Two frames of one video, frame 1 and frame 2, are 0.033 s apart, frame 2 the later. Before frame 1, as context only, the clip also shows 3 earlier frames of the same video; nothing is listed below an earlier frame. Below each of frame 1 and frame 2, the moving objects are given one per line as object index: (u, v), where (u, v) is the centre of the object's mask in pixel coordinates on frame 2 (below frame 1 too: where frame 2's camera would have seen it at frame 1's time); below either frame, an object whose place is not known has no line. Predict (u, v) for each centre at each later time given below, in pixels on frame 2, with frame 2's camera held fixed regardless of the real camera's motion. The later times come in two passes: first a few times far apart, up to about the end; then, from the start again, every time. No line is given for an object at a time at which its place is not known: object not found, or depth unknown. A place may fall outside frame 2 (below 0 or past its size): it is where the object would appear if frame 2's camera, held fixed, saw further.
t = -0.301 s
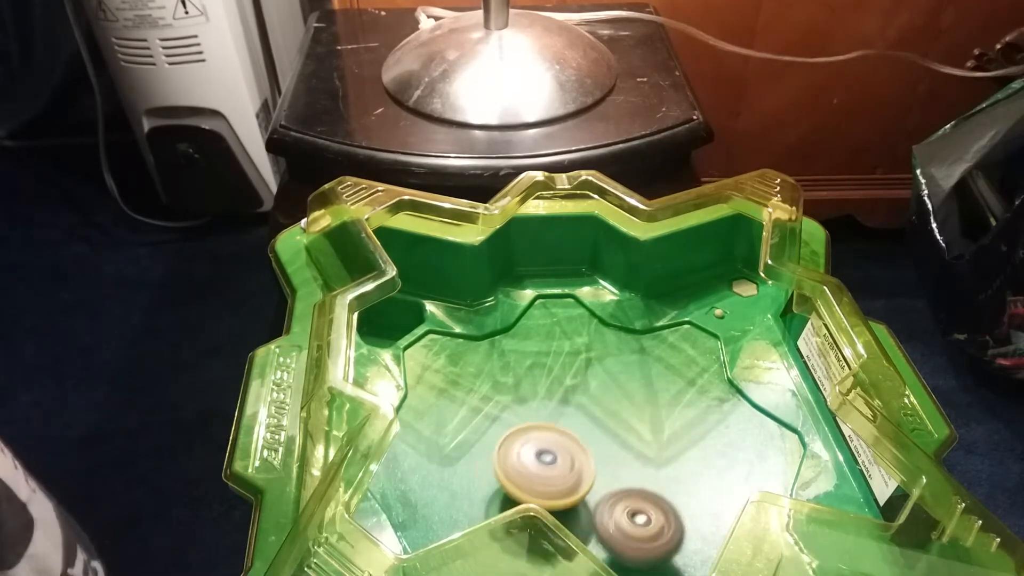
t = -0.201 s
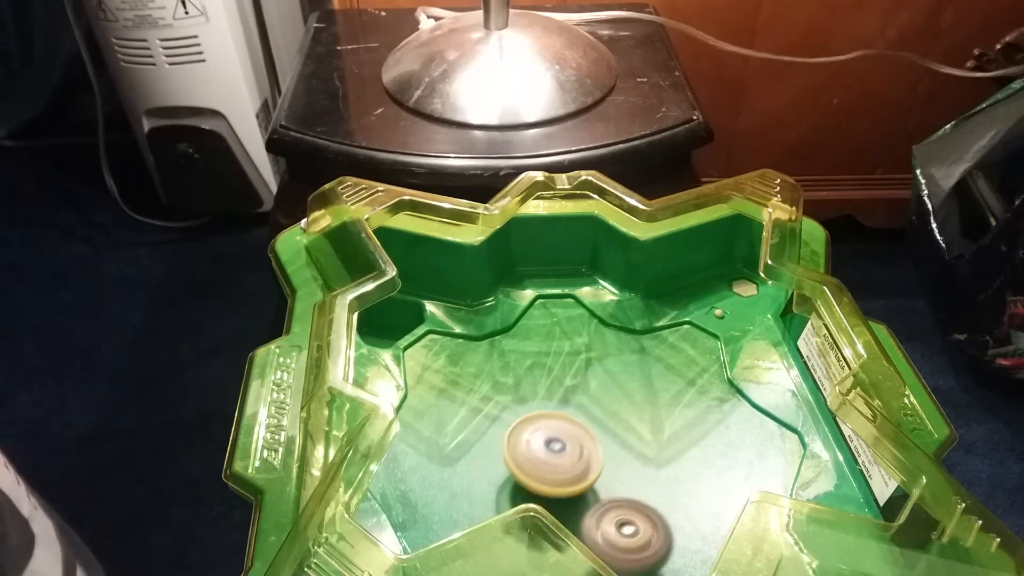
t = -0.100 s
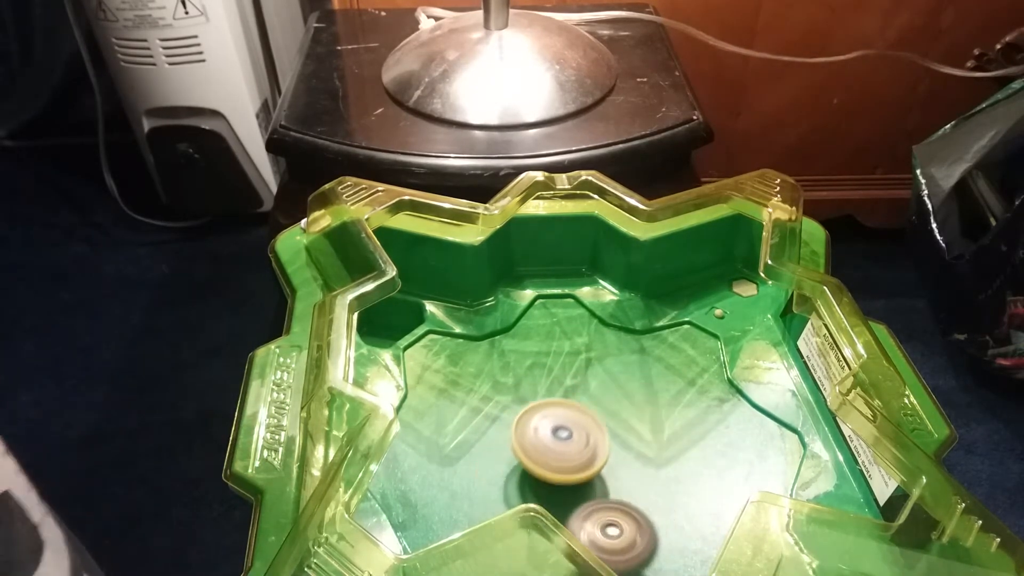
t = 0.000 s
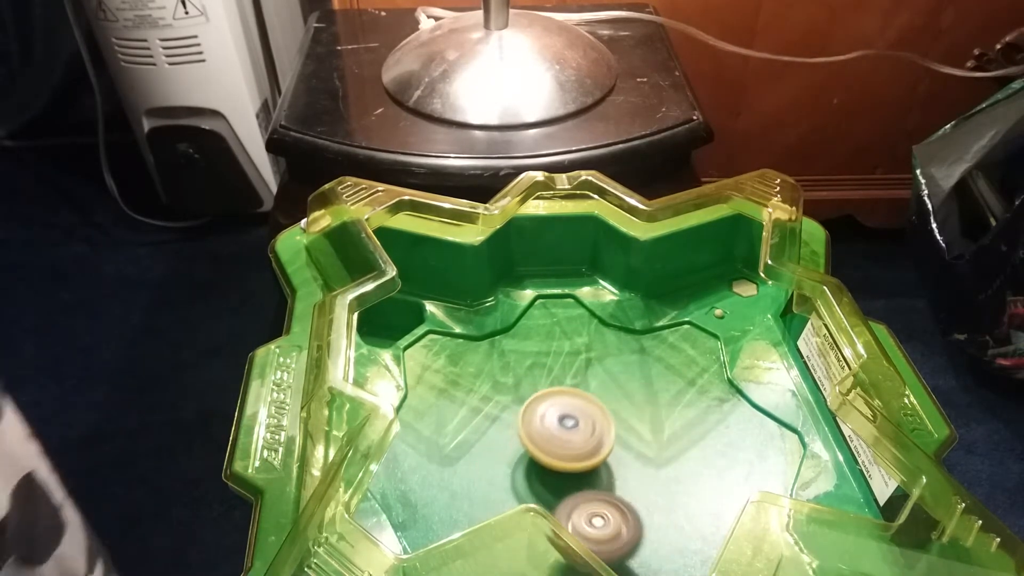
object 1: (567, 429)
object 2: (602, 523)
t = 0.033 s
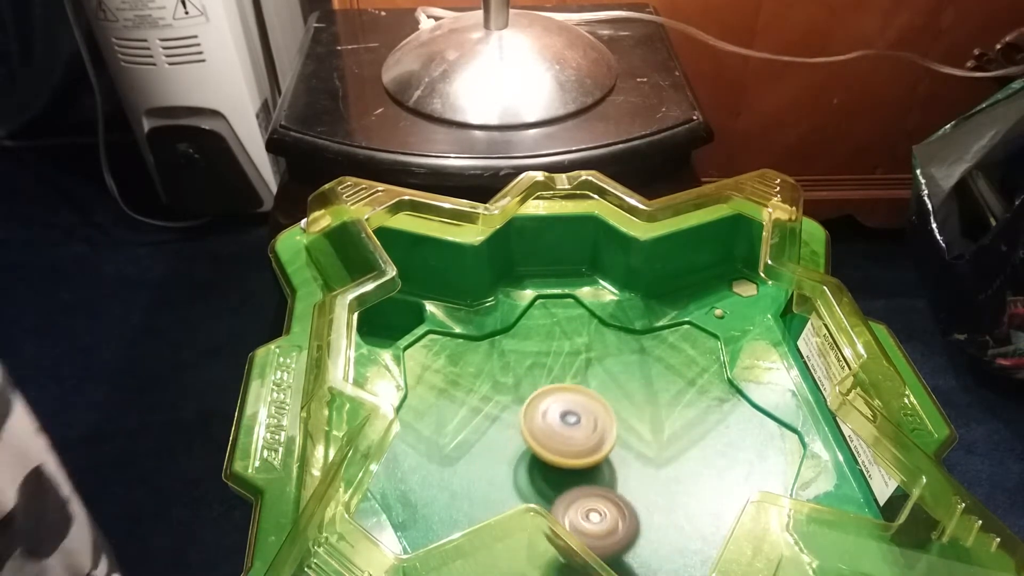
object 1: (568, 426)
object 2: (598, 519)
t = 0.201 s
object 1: (577, 412)
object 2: (590, 492)
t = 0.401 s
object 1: (572, 360)
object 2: (610, 510)
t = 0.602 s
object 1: (551, 353)
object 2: (616, 506)
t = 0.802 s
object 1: (564, 394)
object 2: (628, 489)
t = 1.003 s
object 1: (591, 407)
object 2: (676, 514)
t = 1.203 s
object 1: (625, 434)
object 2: (679, 536)
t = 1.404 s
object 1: (665, 452)
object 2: (655, 531)
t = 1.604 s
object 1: (692, 456)
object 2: (614, 525)
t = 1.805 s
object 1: (698, 465)
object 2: (583, 483)
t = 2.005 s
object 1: (678, 480)
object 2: (591, 433)
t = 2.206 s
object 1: (647, 498)
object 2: (625, 407)
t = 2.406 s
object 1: (619, 513)
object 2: (655, 411)
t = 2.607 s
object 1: (601, 517)
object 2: (664, 441)
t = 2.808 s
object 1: (563, 528)
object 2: (662, 458)
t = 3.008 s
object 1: (562, 509)
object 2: (657, 466)
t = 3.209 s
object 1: (553, 491)
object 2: (643, 460)
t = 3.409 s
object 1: (542, 465)
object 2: (643, 450)
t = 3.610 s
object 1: (540, 435)
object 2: (641, 444)
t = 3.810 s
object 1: (541, 416)
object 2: (648, 453)
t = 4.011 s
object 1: (554, 412)
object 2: (653, 475)
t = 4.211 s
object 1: (589, 417)
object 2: (632, 489)
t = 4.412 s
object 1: (625, 421)
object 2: (607, 498)
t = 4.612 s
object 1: (657, 433)
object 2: (586, 484)
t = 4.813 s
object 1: (681, 448)
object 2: (585, 461)
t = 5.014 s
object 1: (698, 465)
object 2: (584, 439)
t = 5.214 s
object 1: (693, 481)
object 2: (590, 427)
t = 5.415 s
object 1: (666, 500)
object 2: (601, 431)
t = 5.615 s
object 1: (633, 515)
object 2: (603, 433)
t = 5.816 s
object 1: (607, 519)
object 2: (604, 439)
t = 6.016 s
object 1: (586, 513)
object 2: (607, 445)
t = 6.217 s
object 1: (565, 502)
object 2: (618, 445)
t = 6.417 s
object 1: (552, 489)
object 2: (640, 442)
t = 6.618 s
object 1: (558, 474)
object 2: (665, 443)
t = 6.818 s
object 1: (574, 449)
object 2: (674, 453)
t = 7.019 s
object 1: (589, 431)
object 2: (678, 470)
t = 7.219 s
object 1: (604, 418)
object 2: (669, 496)
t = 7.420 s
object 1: (621, 418)
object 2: (640, 512)
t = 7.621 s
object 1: (638, 432)
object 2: (600, 501)
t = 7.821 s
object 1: (649, 454)
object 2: (561, 481)
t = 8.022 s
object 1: (651, 481)
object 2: (547, 458)
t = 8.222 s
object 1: (641, 502)
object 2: (566, 438)
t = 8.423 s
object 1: (622, 513)
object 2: (604, 428)
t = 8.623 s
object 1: (606, 511)
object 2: (640, 422)
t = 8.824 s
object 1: (590, 496)
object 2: (663, 434)
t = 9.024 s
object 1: (576, 475)
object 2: (679, 453)
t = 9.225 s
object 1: (578, 452)
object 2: (691, 469)
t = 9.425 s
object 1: (589, 435)
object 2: (668, 483)
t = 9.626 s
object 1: (606, 427)
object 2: (649, 503)
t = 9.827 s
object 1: (626, 432)
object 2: (615, 506)
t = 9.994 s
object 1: (640, 444)
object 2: (585, 503)
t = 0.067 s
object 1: (570, 422)
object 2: (595, 514)
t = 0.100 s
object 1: (572, 419)
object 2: (593, 509)
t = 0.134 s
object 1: (573, 416)
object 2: (590, 504)
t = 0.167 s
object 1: (575, 414)
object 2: (589, 499)
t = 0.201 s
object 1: (577, 412)
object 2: (590, 492)
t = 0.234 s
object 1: (578, 410)
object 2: (592, 486)
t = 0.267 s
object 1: (580, 393)
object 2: (598, 497)
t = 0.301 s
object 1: (580, 379)
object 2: (606, 506)
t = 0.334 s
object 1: (579, 372)
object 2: (610, 508)
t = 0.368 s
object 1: (576, 365)
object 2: (610, 509)
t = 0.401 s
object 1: (572, 360)
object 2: (610, 510)
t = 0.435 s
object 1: (569, 356)
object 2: (611, 510)
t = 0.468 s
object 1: (565, 352)
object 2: (612, 510)
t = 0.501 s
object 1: (561, 350)
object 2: (613, 510)
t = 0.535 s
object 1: (558, 350)
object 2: (614, 509)
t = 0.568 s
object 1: (554, 350)
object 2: (615, 508)
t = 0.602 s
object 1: (551, 353)
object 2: (616, 506)
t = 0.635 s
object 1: (549, 357)
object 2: (618, 504)
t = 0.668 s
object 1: (549, 364)
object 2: (620, 501)
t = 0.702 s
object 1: (550, 371)
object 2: (622, 499)
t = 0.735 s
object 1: (553, 379)
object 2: (624, 496)
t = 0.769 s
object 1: (558, 387)
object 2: (626, 493)
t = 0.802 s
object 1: (564, 394)
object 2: (628, 489)
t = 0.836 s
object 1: (571, 402)
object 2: (631, 486)
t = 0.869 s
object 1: (579, 410)
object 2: (633, 482)
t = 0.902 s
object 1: (583, 411)
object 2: (638, 484)
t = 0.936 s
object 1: (584, 405)
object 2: (658, 499)
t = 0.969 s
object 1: (586, 404)
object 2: (670, 508)
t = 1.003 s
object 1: (591, 407)
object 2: (676, 514)
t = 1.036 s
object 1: (596, 411)
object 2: (680, 519)
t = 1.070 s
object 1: (601, 415)
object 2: (682, 524)
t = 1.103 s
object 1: (607, 420)
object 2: (683, 528)
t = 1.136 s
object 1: (613, 425)
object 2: (683, 532)
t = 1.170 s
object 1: (618, 429)
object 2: (681, 535)
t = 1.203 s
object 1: (625, 434)
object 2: (679, 536)
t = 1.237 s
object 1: (631, 438)
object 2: (677, 537)
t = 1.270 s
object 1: (637, 442)
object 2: (674, 538)
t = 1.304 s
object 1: (644, 446)
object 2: (670, 537)
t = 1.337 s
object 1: (651, 449)
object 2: (665, 534)
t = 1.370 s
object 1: (657, 452)
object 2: (660, 531)
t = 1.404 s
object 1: (665, 452)
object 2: (655, 531)
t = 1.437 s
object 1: (670, 450)
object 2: (650, 535)
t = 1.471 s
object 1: (677, 450)
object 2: (644, 536)
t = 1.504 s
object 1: (682, 451)
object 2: (636, 536)
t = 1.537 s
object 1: (686, 453)
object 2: (629, 534)
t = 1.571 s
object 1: (690, 455)
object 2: (621, 530)
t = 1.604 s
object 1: (692, 456)
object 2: (614, 525)
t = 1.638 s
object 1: (695, 458)
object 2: (607, 520)
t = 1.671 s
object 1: (697, 459)
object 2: (600, 513)
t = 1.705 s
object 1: (698, 461)
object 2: (594, 506)
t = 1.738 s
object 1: (699, 462)
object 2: (589, 499)
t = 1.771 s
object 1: (699, 464)
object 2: (584, 491)
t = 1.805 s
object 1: (698, 465)
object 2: (583, 483)
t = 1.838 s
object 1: (696, 467)
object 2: (581, 473)
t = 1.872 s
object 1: (694, 469)
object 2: (581, 465)
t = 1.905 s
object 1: (691, 472)
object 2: (582, 457)
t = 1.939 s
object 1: (687, 474)
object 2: (584, 448)
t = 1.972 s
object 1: (683, 477)
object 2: (587, 440)
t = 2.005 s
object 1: (678, 480)
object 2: (591, 433)
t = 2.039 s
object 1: (673, 483)
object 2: (596, 427)
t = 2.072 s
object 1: (667, 486)
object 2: (601, 422)
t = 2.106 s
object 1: (662, 489)
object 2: (607, 417)
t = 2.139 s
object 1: (657, 492)
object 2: (613, 413)
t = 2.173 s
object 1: (652, 494)
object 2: (619, 409)
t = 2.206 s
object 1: (647, 498)
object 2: (625, 407)
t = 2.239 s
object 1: (642, 501)
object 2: (630, 406)
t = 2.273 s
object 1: (637, 503)
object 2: (636, 405)
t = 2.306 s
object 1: (632, 506)
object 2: (641, 406)
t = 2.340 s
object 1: (627, 509)
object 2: (647, 407)
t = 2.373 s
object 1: (622, 512)
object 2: (651, 409)
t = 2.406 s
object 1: (619, 513)
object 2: (655, 411)
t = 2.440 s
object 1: (615, 515)
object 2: (659, 415)
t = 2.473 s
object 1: (612, 516)
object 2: (662, 419)
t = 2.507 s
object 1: (609, 517)
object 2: (664, 424)
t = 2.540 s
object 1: (606, 517)
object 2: (665, 429)
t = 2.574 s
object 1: (604, 517)
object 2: (665, 435)
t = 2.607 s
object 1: (601, 517)
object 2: (664, 441)
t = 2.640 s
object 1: (599, 517)
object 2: (662, 447)
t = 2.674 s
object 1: (597, 516)
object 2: (660, 453)
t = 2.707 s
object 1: (595, 516)
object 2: (656, 458)
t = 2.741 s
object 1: (592, 514)
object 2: (653, 461)
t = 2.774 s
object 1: (570, 526)
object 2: (659, 459)
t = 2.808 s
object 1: (563, 528)
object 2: (662, 458)
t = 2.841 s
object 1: (557, 529)
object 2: (663, 459)
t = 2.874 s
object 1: (551, 530)
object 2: (664, 462)
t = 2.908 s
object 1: (550, 530)
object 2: (664, 463)
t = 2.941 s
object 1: (555, 519)
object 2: (662, 465)
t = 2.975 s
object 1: (562, 510)
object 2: (660, 466)
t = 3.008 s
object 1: (562, 509)
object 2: (657, 466)
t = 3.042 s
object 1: (562, 508)
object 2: (653, 467)
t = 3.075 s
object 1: (563, 505)
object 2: (649, 467)
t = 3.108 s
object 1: (563, 502)
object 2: (644, 467)
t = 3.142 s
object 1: (562, 499)
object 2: (640, 466)
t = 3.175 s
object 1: (556, 495)
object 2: (642, 462)
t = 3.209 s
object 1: (553, 491)
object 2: (643, 460)
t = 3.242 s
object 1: (550, 487)
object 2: (643, 458)
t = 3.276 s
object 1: (547, 483)
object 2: (643, 456)
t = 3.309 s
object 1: (545, 479)
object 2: (644, 454)
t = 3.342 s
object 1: (543, 474)
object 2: (644, 452)
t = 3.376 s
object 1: (543, 470)
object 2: (644, 450)
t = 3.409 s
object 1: (542, 465)
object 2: (643, 450)
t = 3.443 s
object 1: (542, 460)
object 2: (643, 448)
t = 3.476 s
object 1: (542, 455)
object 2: (642, 447)
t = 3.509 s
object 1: (542, 450)
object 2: (640, 446)
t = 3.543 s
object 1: (541, 444)
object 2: (640, 445)
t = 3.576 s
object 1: (540, 439)
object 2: (641, 444)
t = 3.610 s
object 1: (540, 435)
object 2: (641, 444)
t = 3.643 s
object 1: (541, 432)
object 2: (641, 444)
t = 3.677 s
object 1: (542, 428)
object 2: (640, 444)
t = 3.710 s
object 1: (543, 425)
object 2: (639, 445)
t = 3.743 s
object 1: (544, 422)
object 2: (638, 445)
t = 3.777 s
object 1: (541, 418)
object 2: (643, 449)
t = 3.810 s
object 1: (541, 416)
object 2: (648, 453)
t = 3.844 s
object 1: (542, 414)
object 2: (651, 456)
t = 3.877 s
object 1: (543, 412)
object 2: (654, 460)
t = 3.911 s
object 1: (545, 412)
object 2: (655, 464)
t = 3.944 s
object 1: (547, 411)
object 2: (655, 468)
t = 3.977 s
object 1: (550, 412)
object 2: (655, 471)
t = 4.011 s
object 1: (554, 412)
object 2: (653, 475)
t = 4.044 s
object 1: (559, 413)
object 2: (651, 478)
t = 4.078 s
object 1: (565, 414)
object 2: (648, 481)
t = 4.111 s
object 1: (571, 415)
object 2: (644, 483)
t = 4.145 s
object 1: (577, 416)
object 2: (639, 484)
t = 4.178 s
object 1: (584, 417)
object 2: (635, 486)
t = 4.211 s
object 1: (589, 417)
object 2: (632, 489)
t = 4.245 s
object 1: (595, 417)
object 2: (629, 492)
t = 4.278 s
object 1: (601, 417)
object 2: (625, 495)
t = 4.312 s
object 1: (607, 418)
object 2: (621, 496)
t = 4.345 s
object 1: (613, 419)
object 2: (617, 498)
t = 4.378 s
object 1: (619, 420)
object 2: (612, 498)
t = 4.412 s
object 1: (625, 421)
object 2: (607, 498)
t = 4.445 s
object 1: (631, 423)
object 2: (603, 497)
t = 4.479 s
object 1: (637, 425)
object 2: (599, 496)
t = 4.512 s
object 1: (642, 426)
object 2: (595, 494)
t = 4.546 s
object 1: (647, 428)
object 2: (591, 491)
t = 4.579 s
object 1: (652, 430)
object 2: (588, 488)
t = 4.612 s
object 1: (657, 433)
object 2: (586, 484)
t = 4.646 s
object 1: (662, 435)
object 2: (585, 481)
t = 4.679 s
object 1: (666, 437)
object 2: (584, 476)
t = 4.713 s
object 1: (670, 440)
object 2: (584, 472)
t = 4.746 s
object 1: (674, 443)
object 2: (584, 468)
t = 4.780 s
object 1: (678, 446)
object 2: (585, 464)
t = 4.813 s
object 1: (681, 448)
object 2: (585, 461)
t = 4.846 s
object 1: (684, 451)
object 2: (586, 457)
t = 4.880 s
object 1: (687, 454)
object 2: (587, 453)
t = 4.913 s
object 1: (689, 457)
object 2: (589, 449)
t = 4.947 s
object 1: (693, 460)
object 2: (586, 445)
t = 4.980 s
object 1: (696, 462)
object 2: (585, 442)
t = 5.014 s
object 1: (698, 465)
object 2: (584, 439)
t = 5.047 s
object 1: (699, 468)
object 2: (584, 436)
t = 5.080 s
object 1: (700, 471)
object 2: (584, 433)
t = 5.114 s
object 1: (699, 474)
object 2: (585, 431)
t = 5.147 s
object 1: (698, 476)
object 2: (587, 429)
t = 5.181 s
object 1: (696, 479)
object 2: (588, 428)
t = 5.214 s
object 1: (693, 481)
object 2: (590, 427)
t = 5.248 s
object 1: (689, 484)
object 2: (592, 427)
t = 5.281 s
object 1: (684, 487)
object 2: (593, 427)
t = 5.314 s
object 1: (679, 490)
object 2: (596, 428)
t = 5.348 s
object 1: (674, 492)
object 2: (598, 430)
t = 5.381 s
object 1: (669, 495)
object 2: (601, 431)
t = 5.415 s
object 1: (666, 500)
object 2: (601, 431)
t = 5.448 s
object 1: (661, 503)
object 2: (601, 431)
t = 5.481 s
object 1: (655, 505)
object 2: (602, 431)
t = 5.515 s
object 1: (650, 508)
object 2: (603, 431)
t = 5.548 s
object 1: (644, 510)
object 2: (603, 433)
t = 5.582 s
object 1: (639, 512)
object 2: (603, 433)
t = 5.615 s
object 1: (633, 515)
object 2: (603, 433)
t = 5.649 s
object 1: (627, 517)
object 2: (603, 433)
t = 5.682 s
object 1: (623, 519)
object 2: (603, 433)
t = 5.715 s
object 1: (618, 519)
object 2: (603, 434)
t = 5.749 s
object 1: (614, 520)
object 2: (604, 435)
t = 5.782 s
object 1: (610, 519)
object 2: (604, 437)
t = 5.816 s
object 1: (607, 519)
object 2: (604, 439)
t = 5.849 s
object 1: (603, 518)
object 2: (604, 442)
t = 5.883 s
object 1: (600, 518)
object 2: (604, 443)
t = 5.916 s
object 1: (596, 517)
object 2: (604, 443)
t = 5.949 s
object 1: (593, 516)
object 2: (605, 443)
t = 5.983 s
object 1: (589, 515)
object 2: (606, 444)
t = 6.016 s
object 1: (586, 513)
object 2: (607, 445)
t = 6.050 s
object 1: (582, 511)
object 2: (608, 446)
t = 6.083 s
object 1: (579, 509)
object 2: (609, 447)
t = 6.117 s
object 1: (575, 508)
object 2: (611, 446)
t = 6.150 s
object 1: (570, 506)
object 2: (614, 446)
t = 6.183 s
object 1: (567, 504)
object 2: (616, 445)
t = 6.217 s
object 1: (565, 502)
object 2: (618, 445)
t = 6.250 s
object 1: (563, 500)
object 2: (620, 445)
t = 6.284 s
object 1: (562, 497)
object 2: (622, 446)
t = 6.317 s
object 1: (561, 495)
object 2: (624, 447)
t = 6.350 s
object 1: (559, 493)
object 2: (628, 446)
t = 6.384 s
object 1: (553, 491)
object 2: (634, 444)
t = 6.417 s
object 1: (552, 489)
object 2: (640, 442)
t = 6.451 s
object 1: (551, 487)
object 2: (645, 442)
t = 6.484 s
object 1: (551, 484)
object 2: (650, 441)
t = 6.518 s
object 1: (552, 482)
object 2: (654, 441)
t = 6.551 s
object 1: (554, 479)
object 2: (658, 442)
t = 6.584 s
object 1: (556, 477)
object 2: (662, 442)
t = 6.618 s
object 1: (558, 474)
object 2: (665, 443)
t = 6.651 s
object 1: (561, 471)
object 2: (667, 444)
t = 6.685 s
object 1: (564, 467)
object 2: (668, 446)
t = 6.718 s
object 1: (568, 462)
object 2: (668, 447)
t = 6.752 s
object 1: (571, 458)
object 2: (668, 449)
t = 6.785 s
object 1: (571, 454)
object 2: (671, 451)
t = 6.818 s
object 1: (574, 449)
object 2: (674, 453)
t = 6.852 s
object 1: (576, 446)
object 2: (676, 455)
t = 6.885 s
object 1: (579, 443)
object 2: (677, 457)
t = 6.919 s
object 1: (582, 440)
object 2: (677, 460)
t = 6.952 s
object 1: (584, 437)
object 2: (678, 463)
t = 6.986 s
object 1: (586, 434)
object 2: (678, 466)
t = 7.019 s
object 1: (589, 431)
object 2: (678, 470)
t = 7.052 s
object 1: (592, 429)
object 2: (676, 473)
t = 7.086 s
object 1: (595, 427)
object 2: (674, 476)
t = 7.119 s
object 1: (597, 425)
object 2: (672, 480)
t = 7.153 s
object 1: (598, 422)
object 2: (672, 486)
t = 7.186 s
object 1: (601, 420)
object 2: (671, 491)
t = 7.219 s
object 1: (604, 418)
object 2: (669, 496)
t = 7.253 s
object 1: (607, 417)
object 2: (666, 500)
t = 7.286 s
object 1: (610, 416)
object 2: (662, 504)
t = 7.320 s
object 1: (613, 416)
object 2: (658, 507)
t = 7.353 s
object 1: (616, 416)
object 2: (653, 509)
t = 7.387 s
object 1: (619, 417)
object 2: (647, 511)
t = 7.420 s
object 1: (621, 418)
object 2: (640, 512)
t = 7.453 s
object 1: (624, 419)
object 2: (634, 512)
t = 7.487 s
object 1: (627, 421)
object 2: (627, 511)
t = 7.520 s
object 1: (630, 424)
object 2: (620, 510)
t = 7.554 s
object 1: (633, 427)
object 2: (613, 507)
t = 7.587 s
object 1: (635, 429)
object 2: (607, 504)
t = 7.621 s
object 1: (638, 432)
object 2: (600, 501)
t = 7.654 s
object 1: (640, 435)
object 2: (593, 498)
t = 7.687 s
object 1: (643, 438)
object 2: (584, 495)
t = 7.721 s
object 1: (645, 442)
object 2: (578, 492)
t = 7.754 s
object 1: (647, 446)
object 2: (571, 488)
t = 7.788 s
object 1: (648, 450)
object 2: (566, 484)
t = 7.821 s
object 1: (649, 454)
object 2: (561, 481)
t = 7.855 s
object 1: (650, 458)
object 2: (556, 477)
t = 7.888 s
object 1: (651, 463)
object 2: (552, 474)
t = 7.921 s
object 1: (651, 467)
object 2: (549, 470)
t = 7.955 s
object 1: (651, 472)
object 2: (547, 466)
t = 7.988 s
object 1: (651, 476)
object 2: (546, 462)
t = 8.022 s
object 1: (651, 481)
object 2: (547, 458)
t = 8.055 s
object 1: (650, 484)
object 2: (548, 454)
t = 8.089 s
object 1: (649, 489)
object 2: (550, 450)
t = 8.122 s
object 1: (648, 492)
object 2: (553, 447)
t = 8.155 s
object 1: (645, 496)
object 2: (557, 444)
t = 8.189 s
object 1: (643, 498)
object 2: (561, 441)
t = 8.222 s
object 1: (641, 502)
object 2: (566, 438)
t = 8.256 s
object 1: (638, 504)
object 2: (572, 436)
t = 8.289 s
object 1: (636, 506)
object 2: (578, 434)
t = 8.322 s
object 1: (633, 508)
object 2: (585, 433)
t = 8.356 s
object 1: (630, 509)
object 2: (591, 432)
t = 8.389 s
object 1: (627, 511)
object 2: (598, 431)
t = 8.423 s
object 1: (622, 513)
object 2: (604, 428)
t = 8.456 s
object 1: (620, 514)
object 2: (610, 426)
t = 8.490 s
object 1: (617, 514)
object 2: (616, 424)
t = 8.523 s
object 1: (614, 514)
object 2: (622, 422)
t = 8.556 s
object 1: (612, 513)
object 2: (628, 422)
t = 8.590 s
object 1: (609, 512)
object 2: (634, 422)
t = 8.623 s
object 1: (606, 511)
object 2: (640, 422)
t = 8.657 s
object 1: (604, 509)
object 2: (645, 422)
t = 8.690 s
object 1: (601, 507)
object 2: (650, 424)
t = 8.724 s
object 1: (598, 505)
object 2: (654, 426)
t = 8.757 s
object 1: (595, 502)
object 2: (658, 428)
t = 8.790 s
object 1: (592, 499)
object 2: (661, 431)
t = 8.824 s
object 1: (590, 496)
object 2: (663, 434)
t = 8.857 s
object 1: (587, 493)
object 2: (665, 438)
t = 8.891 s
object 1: (585, 489)
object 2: (667, 442)
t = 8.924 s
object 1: (583, 486)
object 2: (667, 446)
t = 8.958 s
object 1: (581, 482)
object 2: (668, 450)
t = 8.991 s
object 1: (577, 479)
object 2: (674, 451)
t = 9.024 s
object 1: (576, 475)
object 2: (679, 453)
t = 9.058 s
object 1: (575, 471)
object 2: (684, 455)
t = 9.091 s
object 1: (575, 467)
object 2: (688, 458)
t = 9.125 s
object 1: (575, 463)
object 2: (690, 461)
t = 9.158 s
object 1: (576, 459)
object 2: (691, 463)
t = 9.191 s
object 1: (577, 456)
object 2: (692, 466)
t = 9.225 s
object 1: (578, 452)
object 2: (691, 469)
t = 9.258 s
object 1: (579, 449)
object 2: (689, 471)
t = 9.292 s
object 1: (581, 445)
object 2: (687, 474)
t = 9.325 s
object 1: (583, 442)
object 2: (683, 476)
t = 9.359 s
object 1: (584, 440)
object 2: (678, 478)
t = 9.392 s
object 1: (587, 437)
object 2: (672, 480)
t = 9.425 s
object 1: (589, 435)
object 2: (668, 483)
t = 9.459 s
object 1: (591, 432)
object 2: (667, 486)
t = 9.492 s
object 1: (594, 430)
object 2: (664, 490)
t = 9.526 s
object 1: (597, 429)
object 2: (661, 494)
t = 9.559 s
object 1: (600, 428)
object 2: (658, 498)
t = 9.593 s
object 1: (603, 427)
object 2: (654, 501)
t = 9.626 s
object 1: (606, 427)
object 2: (649, 503)
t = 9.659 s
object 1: (609, 427)
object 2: (644, 505)
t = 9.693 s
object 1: (613, 427)
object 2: (638, 507)
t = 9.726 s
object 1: (616, 428)
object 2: (632, 507)
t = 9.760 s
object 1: (619, 429)
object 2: (626, 507)
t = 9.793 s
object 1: (623, 430)
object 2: (621, 506)
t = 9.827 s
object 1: (626, 432)
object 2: (615, 506)
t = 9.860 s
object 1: (629, 433)
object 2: (609, 507)
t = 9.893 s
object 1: (632, 436)
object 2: (602, 507)
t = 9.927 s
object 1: (635, 438)
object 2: (596, 506)
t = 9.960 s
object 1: (638, 441)
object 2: (591, 505)
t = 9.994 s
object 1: (640, 444)
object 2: (585, 503)
